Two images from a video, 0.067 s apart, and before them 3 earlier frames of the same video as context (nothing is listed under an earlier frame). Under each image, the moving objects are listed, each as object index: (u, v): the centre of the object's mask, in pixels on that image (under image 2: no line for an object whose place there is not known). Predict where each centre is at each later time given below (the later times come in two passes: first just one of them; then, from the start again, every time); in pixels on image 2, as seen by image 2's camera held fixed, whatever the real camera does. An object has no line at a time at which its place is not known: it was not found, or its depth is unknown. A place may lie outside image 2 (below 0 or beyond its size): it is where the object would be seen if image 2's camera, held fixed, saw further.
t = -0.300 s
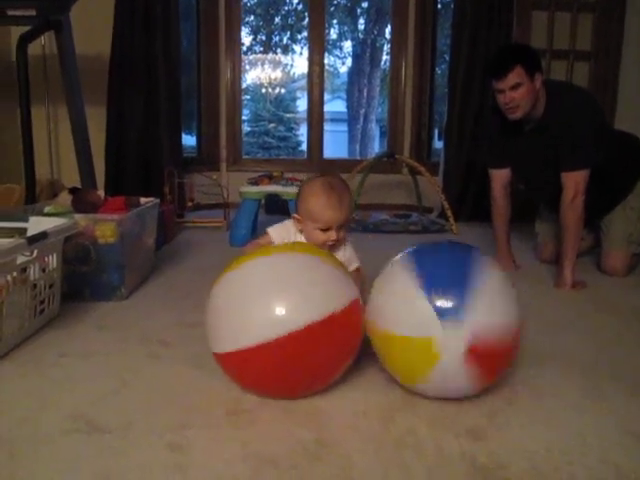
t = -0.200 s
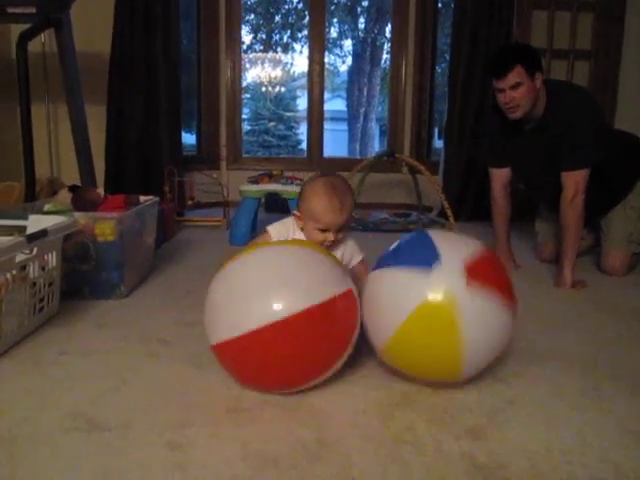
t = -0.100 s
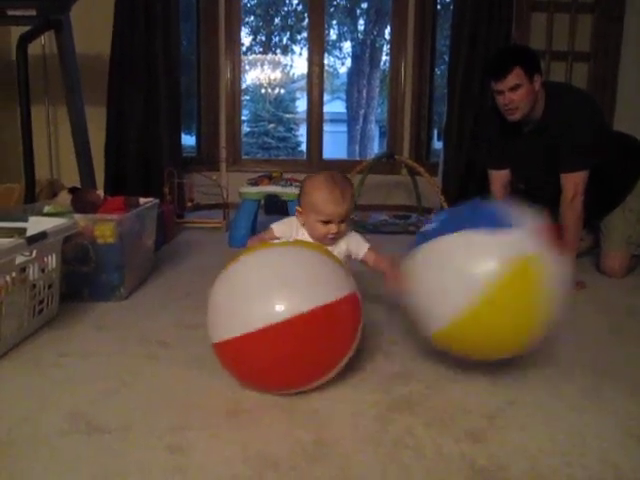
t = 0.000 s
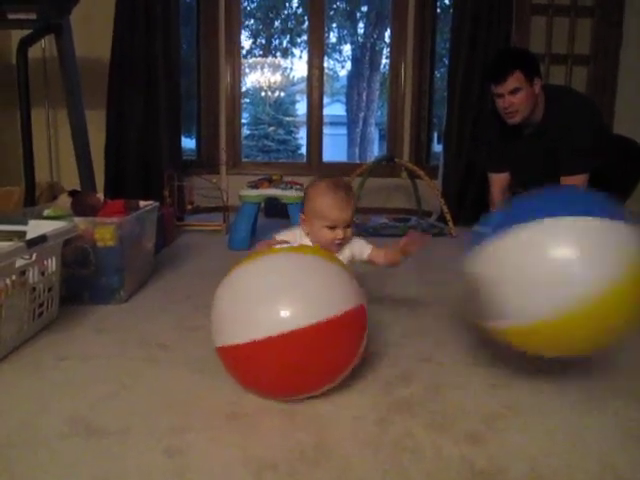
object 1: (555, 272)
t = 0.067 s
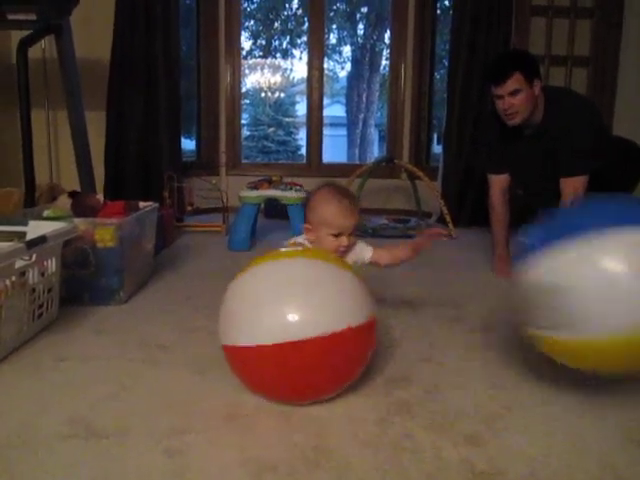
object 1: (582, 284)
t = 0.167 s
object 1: (614, 327)
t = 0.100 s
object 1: (592, 296)
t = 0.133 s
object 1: (604, 310)
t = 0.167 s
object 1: (614, 327)
